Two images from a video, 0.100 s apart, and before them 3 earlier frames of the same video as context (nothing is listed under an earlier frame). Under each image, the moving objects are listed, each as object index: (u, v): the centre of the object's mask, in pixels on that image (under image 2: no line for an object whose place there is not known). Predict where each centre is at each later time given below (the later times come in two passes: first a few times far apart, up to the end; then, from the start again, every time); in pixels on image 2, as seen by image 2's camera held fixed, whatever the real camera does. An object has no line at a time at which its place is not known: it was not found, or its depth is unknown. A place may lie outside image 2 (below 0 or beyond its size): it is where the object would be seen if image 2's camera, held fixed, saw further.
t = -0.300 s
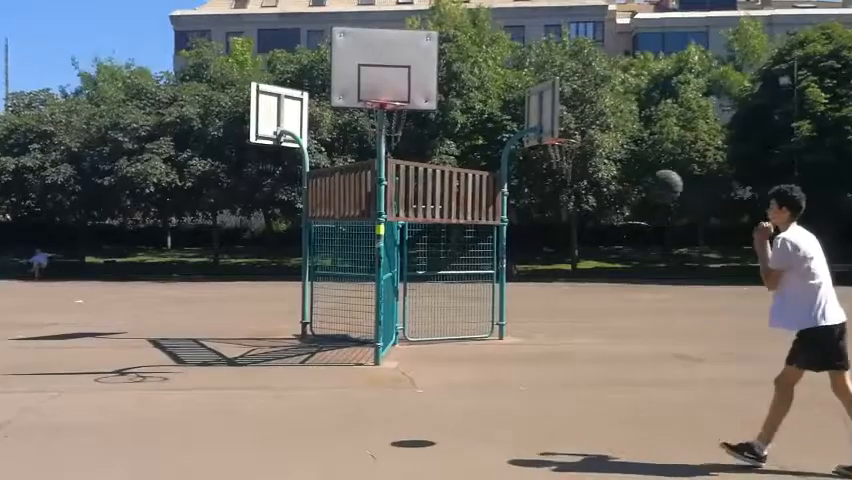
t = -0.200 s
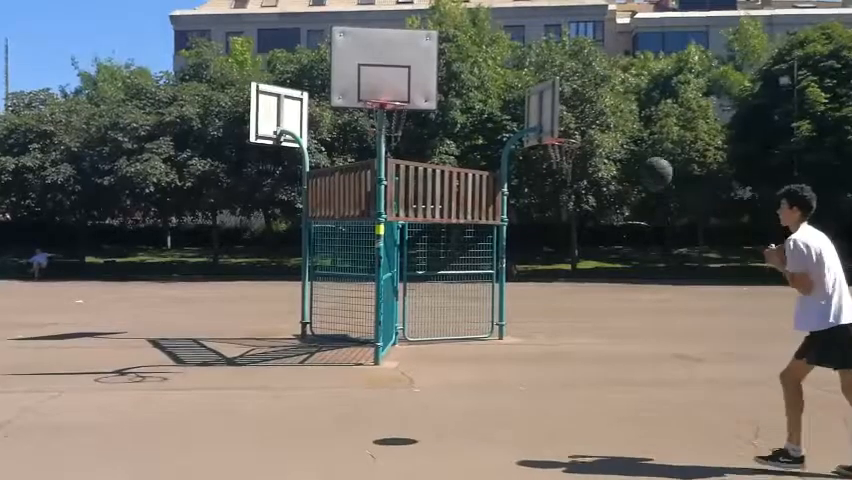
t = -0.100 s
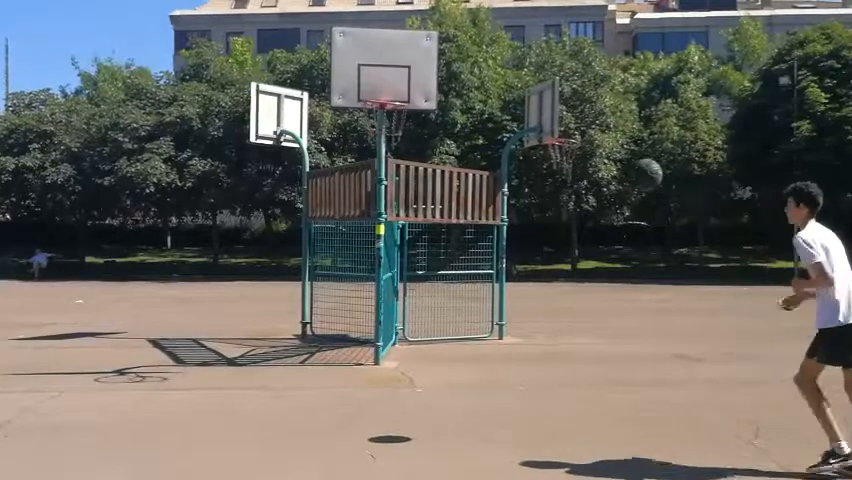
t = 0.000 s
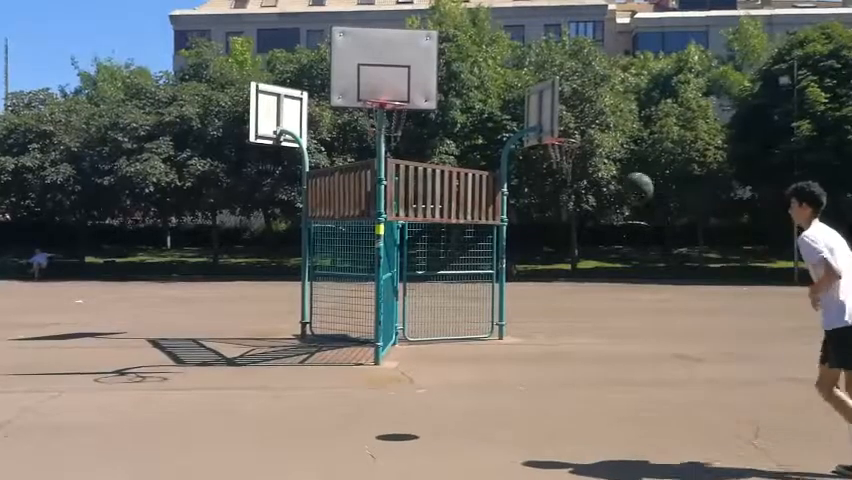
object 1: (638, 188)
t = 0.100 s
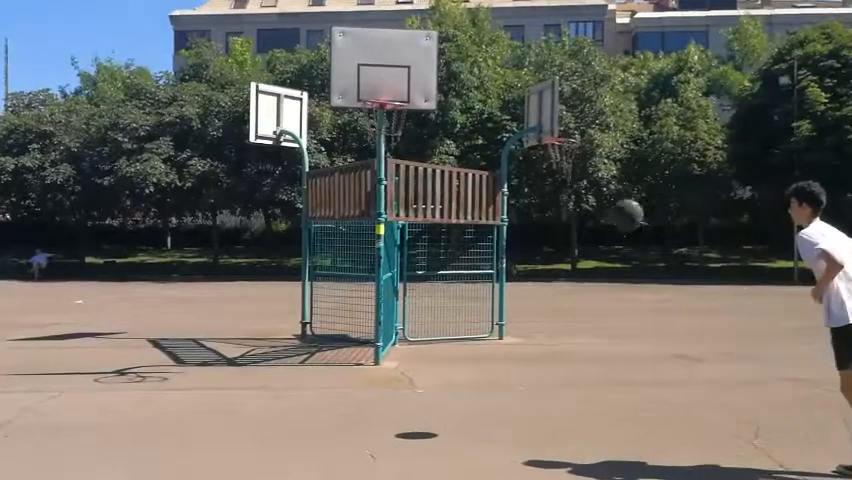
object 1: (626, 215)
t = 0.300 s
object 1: (608, 306)
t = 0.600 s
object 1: (614, 351)
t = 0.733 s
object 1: (637, 303)
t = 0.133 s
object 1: (624, 226)
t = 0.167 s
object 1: (622, 240)
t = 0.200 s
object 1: (621, 255)
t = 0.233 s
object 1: (616, 270)
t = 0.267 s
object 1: (612, 287)
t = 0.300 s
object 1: (608, 306)
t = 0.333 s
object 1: (606, 326)
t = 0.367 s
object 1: (603, 348)
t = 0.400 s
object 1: (599, 369)
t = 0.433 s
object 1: (596, 393)
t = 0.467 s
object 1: (593, 418)
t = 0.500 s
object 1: (598, 400)
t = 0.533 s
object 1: (604, 383)
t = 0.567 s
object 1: (610, 366)
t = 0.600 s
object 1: (614, 351)
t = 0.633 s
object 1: (619, 337)
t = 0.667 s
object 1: (624, 325)
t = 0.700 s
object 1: (631, 313)
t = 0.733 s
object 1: (637, 303)
